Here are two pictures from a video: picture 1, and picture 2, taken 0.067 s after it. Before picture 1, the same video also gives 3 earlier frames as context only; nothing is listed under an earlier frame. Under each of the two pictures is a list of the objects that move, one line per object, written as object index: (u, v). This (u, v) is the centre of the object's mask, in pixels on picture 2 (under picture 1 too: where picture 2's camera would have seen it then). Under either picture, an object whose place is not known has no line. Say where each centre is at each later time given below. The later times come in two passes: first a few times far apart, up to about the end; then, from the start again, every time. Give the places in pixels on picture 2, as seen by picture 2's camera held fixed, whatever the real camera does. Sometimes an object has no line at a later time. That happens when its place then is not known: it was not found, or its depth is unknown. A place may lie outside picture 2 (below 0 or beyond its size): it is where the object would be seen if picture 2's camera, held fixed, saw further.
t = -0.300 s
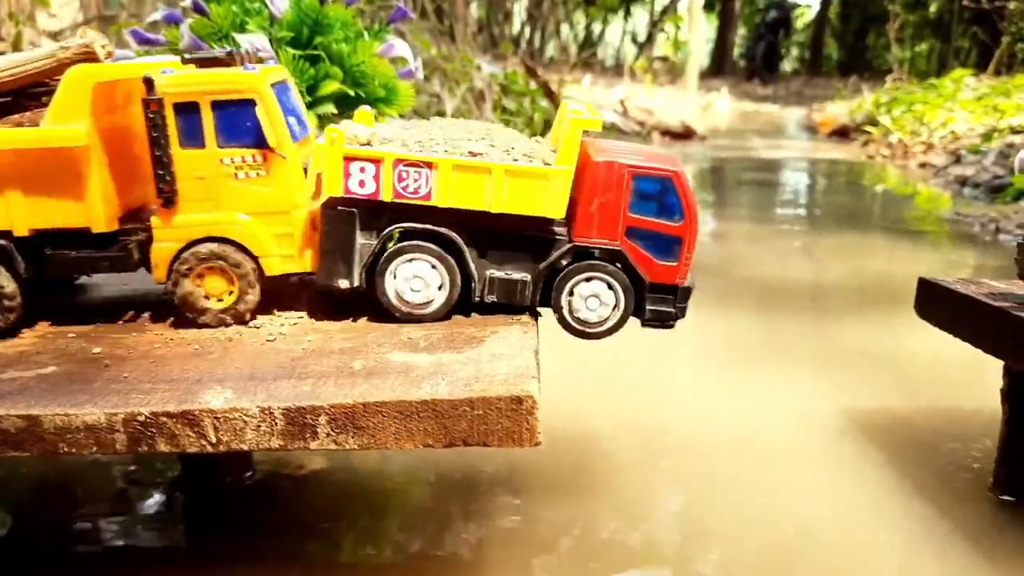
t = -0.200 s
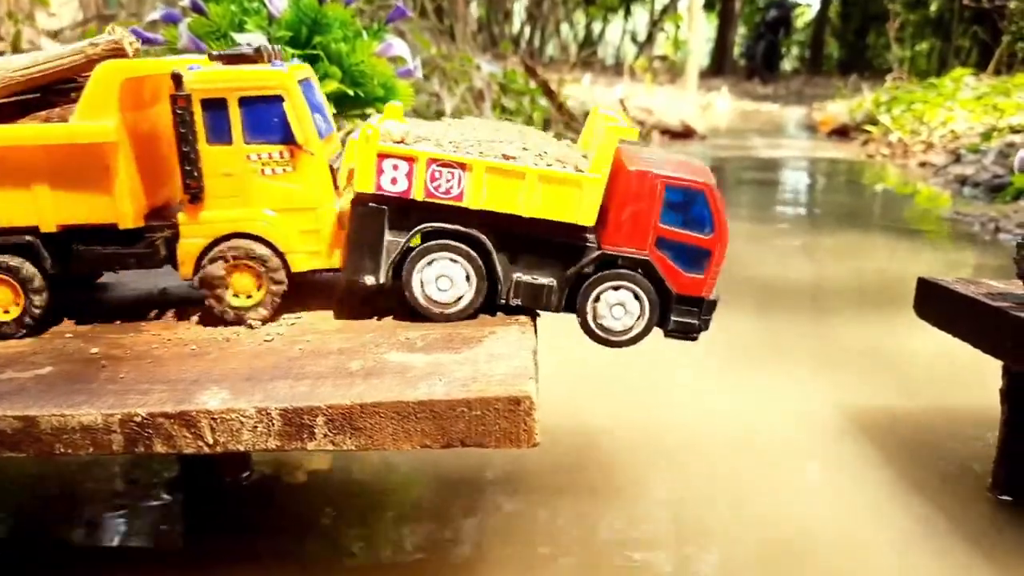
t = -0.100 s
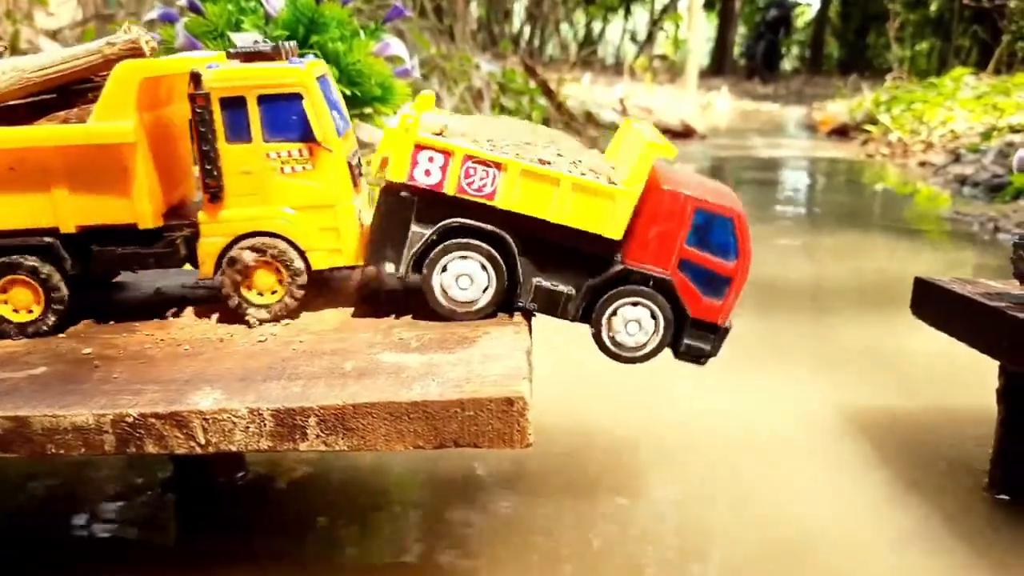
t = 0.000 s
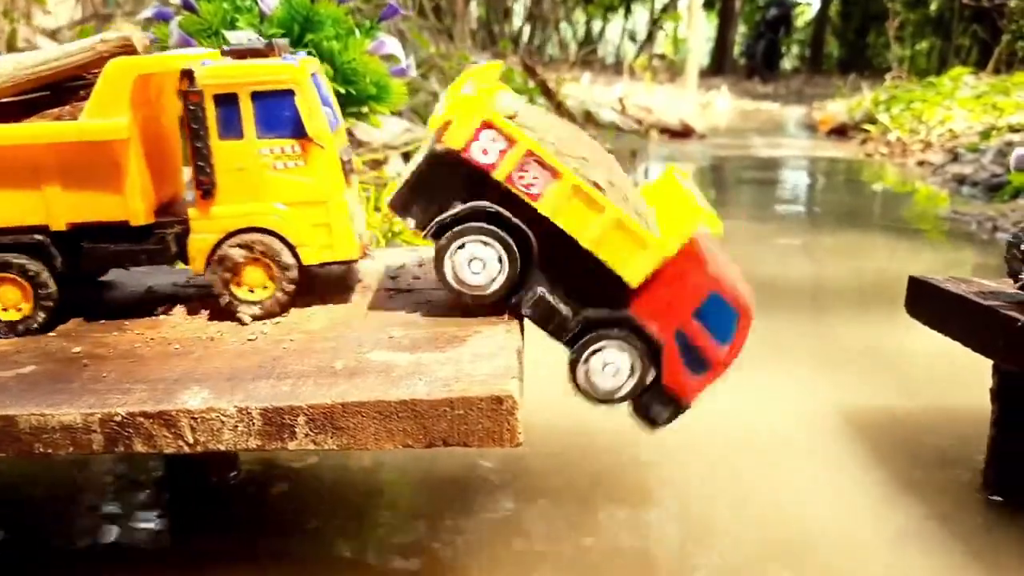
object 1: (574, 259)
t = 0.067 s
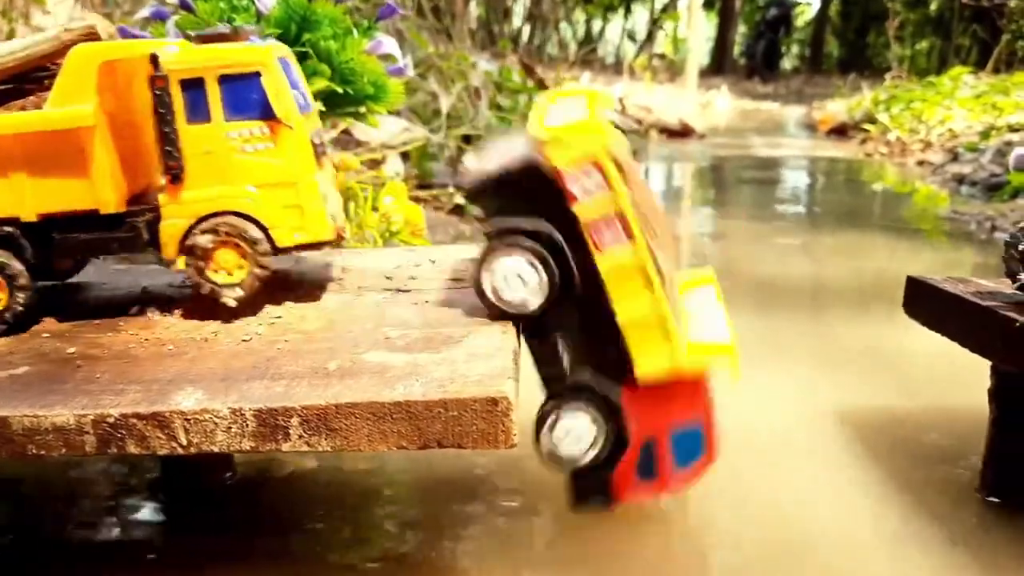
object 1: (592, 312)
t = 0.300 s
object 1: (744, 470)
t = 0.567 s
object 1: (753, 458)
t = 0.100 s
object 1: (611, 341)
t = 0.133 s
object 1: (654, 385)
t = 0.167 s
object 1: (702, 440)
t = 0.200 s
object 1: (708, 466)
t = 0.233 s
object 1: (720, 478)
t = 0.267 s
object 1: (744, 480)
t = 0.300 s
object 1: (744, 470)
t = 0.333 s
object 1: (748, 465)
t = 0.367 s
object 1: (753, 462)
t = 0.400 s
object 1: (760, 463)
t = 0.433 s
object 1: (765, 461)
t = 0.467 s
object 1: (765, 461)
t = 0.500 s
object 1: (761, 460)
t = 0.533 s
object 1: (756, 459)
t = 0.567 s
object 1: (753, 458)
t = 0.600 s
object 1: (752, 459)
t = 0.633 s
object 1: (750, 460)
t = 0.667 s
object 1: (746, 456)
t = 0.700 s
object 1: (740, 452)
